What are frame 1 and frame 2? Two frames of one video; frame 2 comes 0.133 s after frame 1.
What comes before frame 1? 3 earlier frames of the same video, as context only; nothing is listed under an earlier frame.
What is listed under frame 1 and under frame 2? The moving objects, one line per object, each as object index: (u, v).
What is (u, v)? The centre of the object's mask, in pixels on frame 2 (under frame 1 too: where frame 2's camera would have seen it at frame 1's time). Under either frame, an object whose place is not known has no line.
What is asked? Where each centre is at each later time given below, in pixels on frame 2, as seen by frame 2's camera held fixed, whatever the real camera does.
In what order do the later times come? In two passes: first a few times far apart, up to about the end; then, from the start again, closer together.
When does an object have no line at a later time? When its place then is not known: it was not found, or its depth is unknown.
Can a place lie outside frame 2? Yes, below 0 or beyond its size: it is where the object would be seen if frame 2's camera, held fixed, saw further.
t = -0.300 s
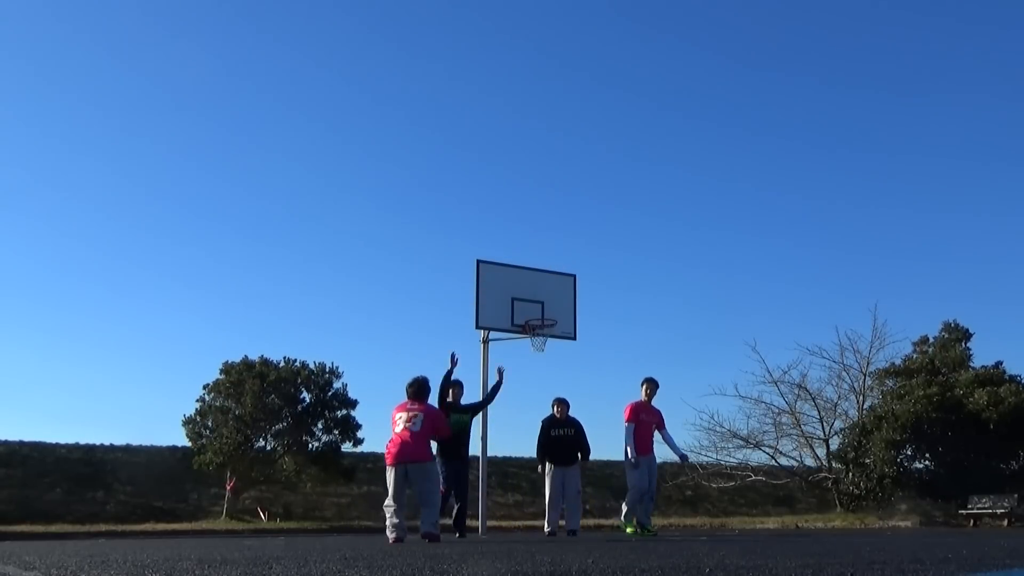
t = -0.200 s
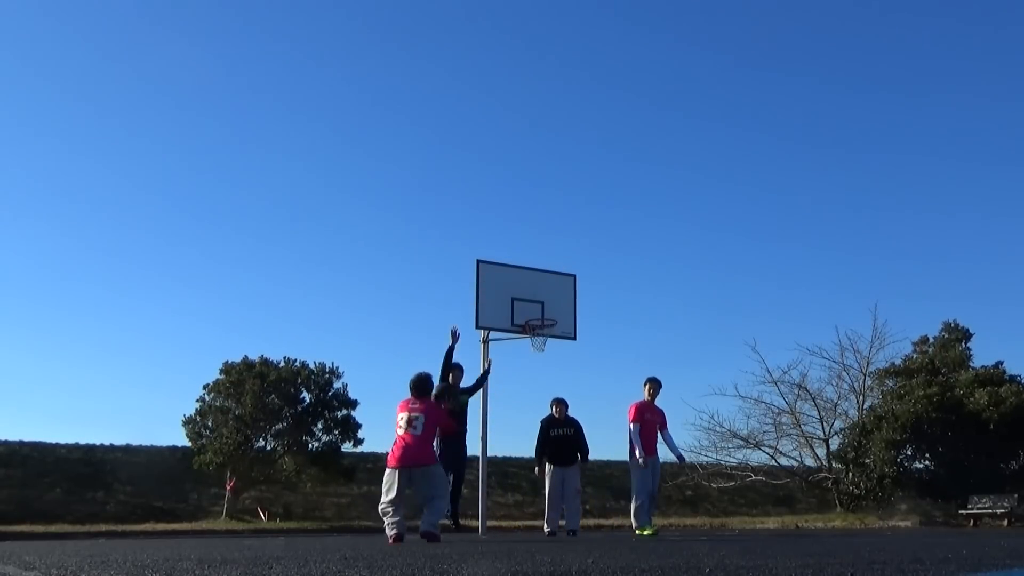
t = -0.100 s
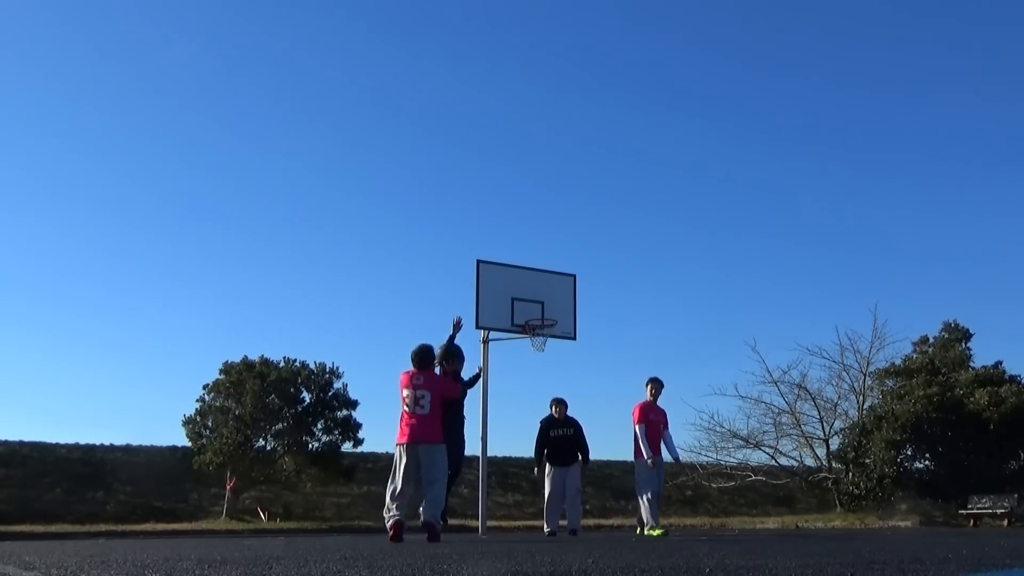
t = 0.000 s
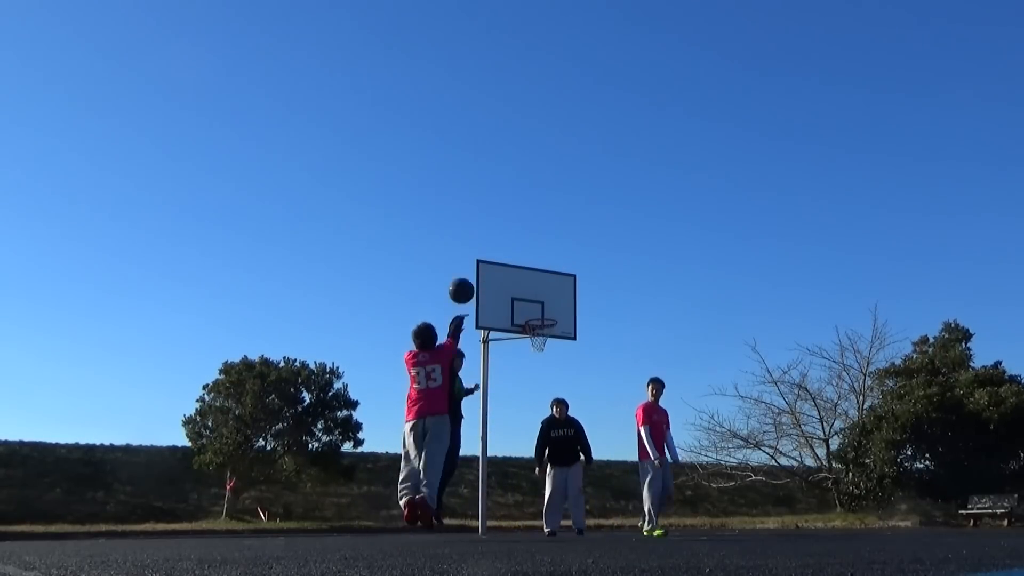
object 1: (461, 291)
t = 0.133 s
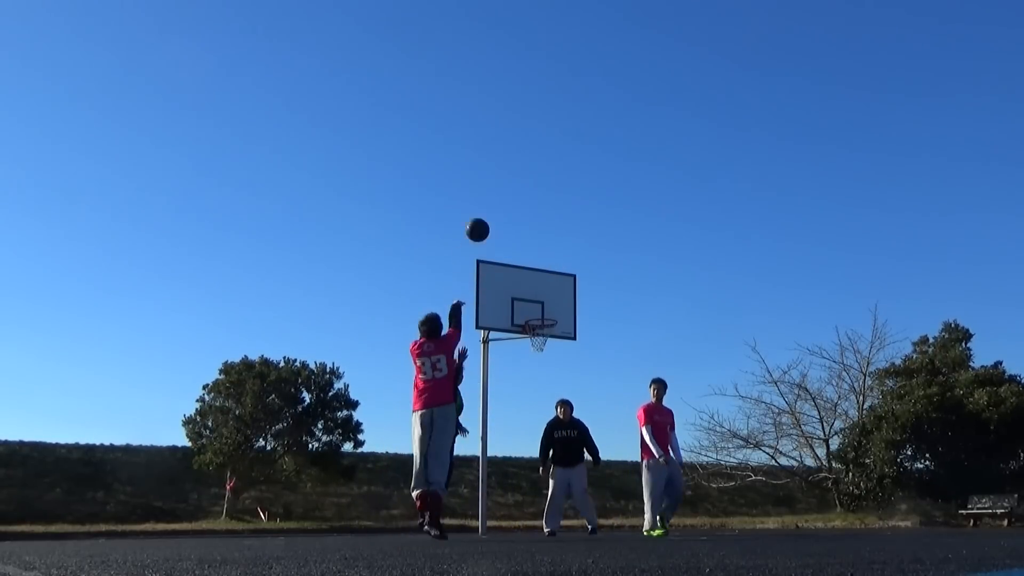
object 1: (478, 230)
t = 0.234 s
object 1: (488, 201)
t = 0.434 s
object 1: (504, 177)
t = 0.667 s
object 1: (518, 190)
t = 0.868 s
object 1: (527, 230)
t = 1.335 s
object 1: (556, 367)
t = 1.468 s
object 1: (571, 407)
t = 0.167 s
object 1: (481, 219)
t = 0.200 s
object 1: (484, 210)
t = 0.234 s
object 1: (488, 201)
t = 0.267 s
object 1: (491, 194)
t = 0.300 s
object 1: (494, 188)
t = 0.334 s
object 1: (496, 184)
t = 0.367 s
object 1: (499, 181)
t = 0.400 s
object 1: (501, 178)
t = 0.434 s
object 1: (504, 177)
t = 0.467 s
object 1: (506, 176)
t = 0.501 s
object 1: (508, 177)
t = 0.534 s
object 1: (510, 178)
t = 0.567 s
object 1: (512, 180)
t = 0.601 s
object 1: (514, 183)
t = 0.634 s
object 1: (516, 186)
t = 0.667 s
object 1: (518, 190)
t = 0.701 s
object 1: (520, 195)
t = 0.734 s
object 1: (521, 201)
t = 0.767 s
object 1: (523, 207)
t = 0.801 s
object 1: (524, 214)
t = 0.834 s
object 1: (526, 222)
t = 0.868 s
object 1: (527, 230)
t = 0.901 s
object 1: (528, 239)
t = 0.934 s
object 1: (529, 248)
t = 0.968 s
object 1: (530, 258)
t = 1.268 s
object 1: (548, 350)
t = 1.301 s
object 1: (552, 358)
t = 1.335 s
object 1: (556, 367)
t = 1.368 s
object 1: (560, 375)
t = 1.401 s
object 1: (563, 385)
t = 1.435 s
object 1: (567, 396)
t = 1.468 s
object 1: (571, 407)
